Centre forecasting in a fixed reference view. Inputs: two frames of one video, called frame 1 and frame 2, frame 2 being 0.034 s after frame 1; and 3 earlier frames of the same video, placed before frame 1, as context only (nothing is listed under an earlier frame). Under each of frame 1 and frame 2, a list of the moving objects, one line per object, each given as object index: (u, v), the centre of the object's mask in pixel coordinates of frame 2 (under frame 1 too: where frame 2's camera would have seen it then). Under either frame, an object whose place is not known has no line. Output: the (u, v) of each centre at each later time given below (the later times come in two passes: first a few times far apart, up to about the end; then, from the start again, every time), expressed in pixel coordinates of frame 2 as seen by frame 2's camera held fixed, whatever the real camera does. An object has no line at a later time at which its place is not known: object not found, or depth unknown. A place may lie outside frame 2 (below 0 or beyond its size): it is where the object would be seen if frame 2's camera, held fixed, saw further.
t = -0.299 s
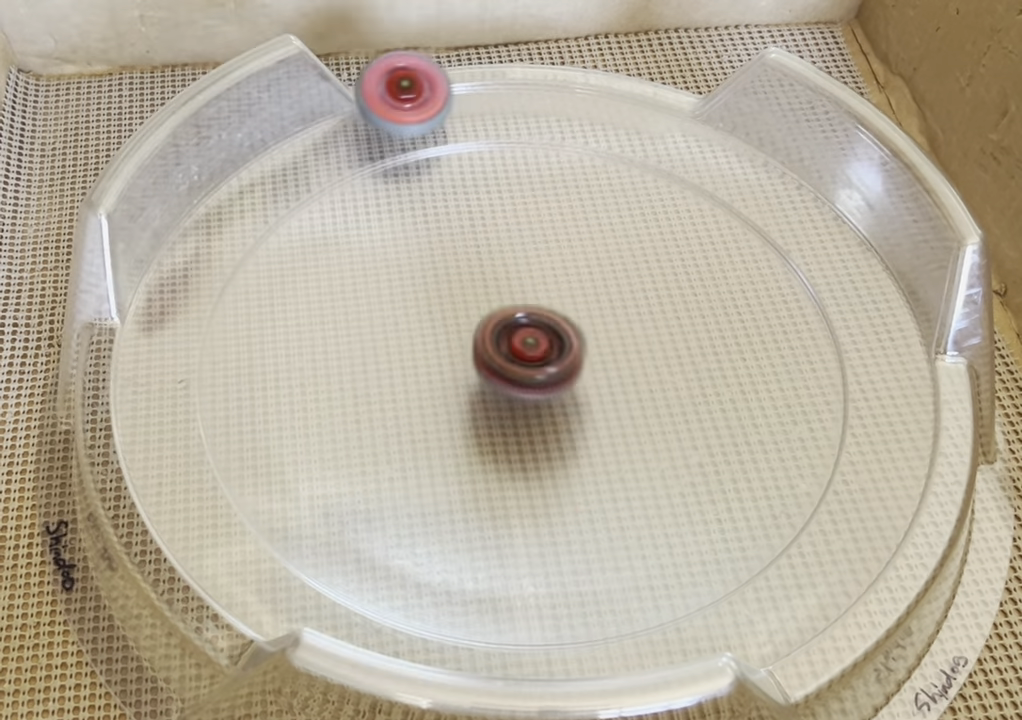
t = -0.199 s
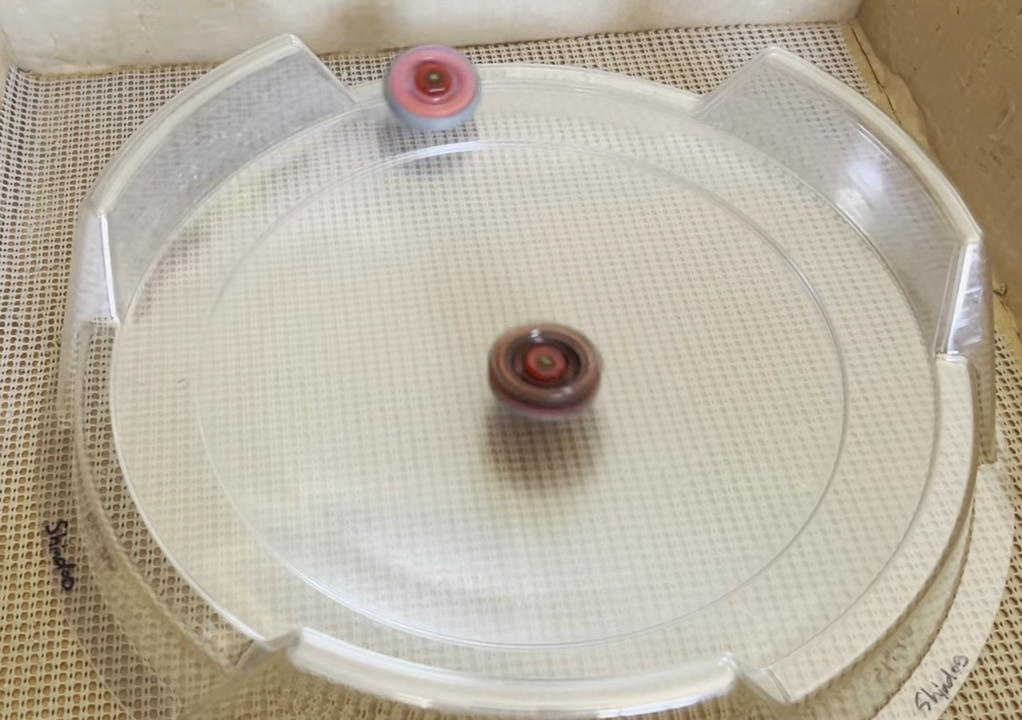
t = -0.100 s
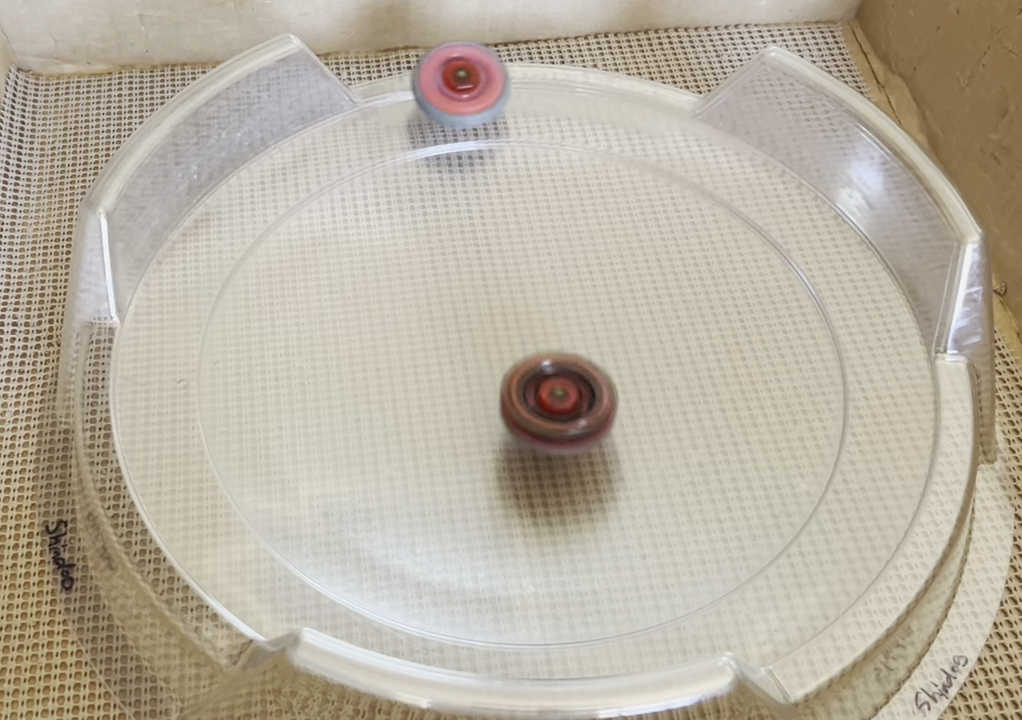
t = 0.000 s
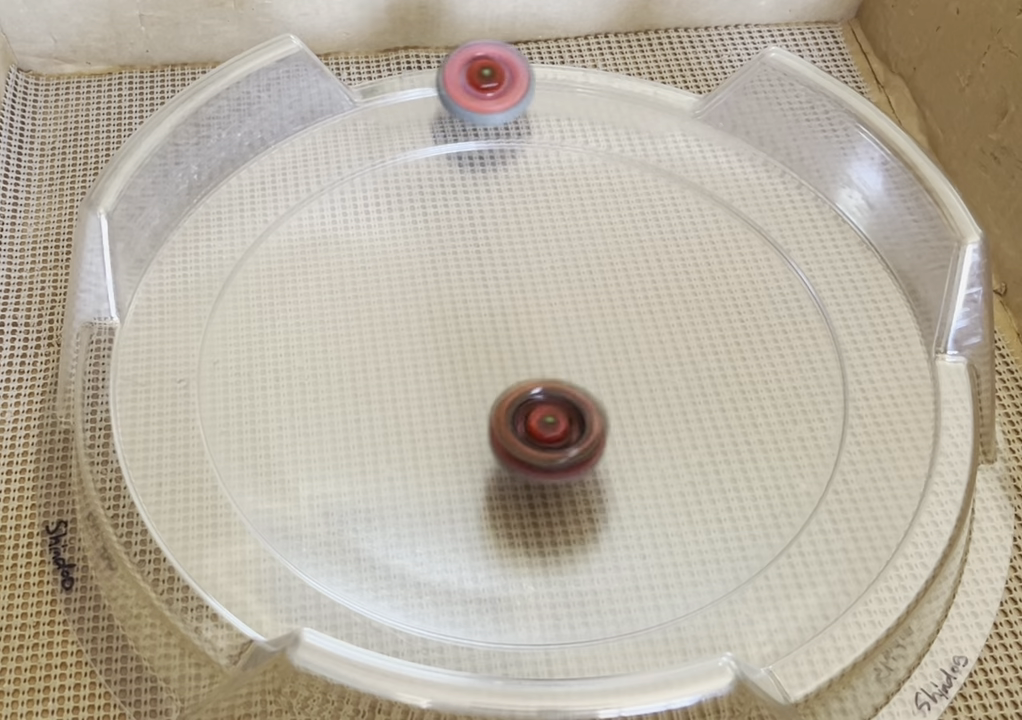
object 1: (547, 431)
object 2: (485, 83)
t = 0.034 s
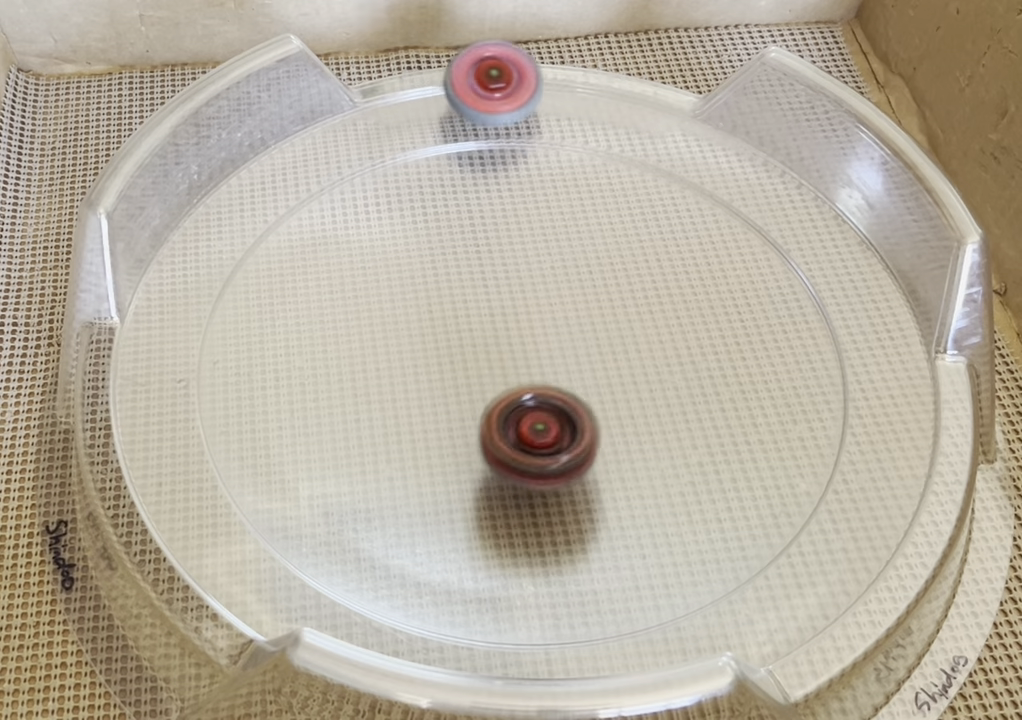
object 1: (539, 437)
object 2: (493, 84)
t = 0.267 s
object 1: (475, 416)
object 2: (550, 114)
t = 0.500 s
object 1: (511, 356)
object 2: (537, 238)
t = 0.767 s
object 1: (503, 410)
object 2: (755, 187)
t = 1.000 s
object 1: (469, 389)
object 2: (650, 202)
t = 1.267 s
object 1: (396, 385)
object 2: (757, 404)
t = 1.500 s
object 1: (405, 329)
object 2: (747, 245)
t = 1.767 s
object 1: (185, 413)
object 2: (586, 270)
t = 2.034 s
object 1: (138, 380)
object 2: (745, 448)
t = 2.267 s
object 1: (234, 359)
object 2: (643, 231)
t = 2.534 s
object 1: (258, 391)
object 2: (567, 476)
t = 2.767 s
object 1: (355, 394)
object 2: (802, 290)
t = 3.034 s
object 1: (507, 445)
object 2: (359, 365)
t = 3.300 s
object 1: (600, 503)
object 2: (737, 586)
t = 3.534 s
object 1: (600, 498)
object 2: (719, 298)
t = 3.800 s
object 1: (606, 411)
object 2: (238, 377)
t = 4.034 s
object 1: (648, 333)
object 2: (636, 575)
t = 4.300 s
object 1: (684, 211)
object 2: (560, 310)
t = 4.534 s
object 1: (722, 203)
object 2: (273, 454)
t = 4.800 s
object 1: (609, 288)
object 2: (651, 486)
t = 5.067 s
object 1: (471, 322)
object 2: (518, 204)
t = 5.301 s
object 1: (416, 365)
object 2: (270, 377)
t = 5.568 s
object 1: (441, 428)
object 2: (594, 569)
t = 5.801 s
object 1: (444, 450)
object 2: (637, 268)
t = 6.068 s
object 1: (490, 435)
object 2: (239, 257)
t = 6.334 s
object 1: (570, 415)
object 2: (470, 522)
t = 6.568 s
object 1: (672, 280)
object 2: (768, 442)
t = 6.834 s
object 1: (581, 24)
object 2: (892, 458)
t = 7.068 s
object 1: (606, 38)
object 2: (854, 471)
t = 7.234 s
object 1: (621, 38)
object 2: (766, 478)
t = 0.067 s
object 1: (528, 440)
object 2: (500, 86)
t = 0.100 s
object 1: (517, 441)
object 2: (508, 89)
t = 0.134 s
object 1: (506, 441)
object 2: (516, 92)
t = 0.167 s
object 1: (496, 438)
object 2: (525, 97)
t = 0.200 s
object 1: (487, 432)
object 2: (534, 103)
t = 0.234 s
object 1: (480, 425)
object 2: (541, 108)
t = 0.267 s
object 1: (475, 416)
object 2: (550, 114)
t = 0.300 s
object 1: (472, 407)
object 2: (555, 122)
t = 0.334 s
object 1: (473, 397)
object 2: (552, 136)
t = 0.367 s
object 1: (477, 386)
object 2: (546, 148)
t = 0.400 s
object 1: (483, 377)
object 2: (541, 165)
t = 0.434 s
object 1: (490, 368)
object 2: (537, 186)
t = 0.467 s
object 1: (500, 361)
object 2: (533, 210)
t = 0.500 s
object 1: (511, 356)
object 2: (537, 238)
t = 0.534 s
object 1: (521, 352)
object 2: (551, 265)
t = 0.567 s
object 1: (524, 367)
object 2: (581, 277)
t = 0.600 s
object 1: (527, 381)
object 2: (620, 283)
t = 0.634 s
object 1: (526, 391)
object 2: (661, 281)
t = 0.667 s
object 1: (522, 399)
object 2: (699, 269)
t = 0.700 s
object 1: (516, 404)
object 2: (732, 246)
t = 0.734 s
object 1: (510, 407)
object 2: (759, 218)
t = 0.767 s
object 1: (503, 410)
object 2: (755, 187)
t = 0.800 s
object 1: (495, 411)
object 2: (744, 171)
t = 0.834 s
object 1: (488, 410)
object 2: (742, 157)
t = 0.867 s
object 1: (482, 408)
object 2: (734, 157)
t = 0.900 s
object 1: (477, 405)
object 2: (720, 164)
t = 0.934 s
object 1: (473, 400)
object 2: (704, 173)
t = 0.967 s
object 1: (470, 395)
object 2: (682, 185)
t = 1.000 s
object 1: (469, 389)
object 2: (650, 202)
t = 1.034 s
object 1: (470, 383)
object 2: (613, 226)
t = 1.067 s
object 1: (473, 377)
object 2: (578, 259)
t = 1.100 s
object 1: (476, 372)
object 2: (552, 300)
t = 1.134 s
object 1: (456, 385)
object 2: (567, 329)
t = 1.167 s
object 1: (438, 394)
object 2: (596, 360)
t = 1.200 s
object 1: (424, 395)
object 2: (640, 387)
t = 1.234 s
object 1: (408, 391)
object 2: (697, 403)
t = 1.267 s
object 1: (396, 385)
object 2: (757, 404)
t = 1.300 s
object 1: (387, 376)
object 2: (819, 390)
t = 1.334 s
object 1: (381, 368)
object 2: (852, 350)
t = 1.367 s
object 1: (380, 359)
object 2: (863, 315)
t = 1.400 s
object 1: (381, 349)
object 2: (870, 289)
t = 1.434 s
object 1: (386, 341)
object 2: (837, 269)
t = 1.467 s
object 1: (394, 334)
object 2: (798, 255)
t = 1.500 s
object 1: (405, 329)
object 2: (747, 245)
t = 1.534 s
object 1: (418, 326)
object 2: (684, 245)
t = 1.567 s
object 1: (432, 326)
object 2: (617, 258)
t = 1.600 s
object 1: (446, 328)
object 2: (552, 282)
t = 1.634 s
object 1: (377, 365)
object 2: (577, 271)
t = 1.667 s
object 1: (307, 394)
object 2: (603, 261)
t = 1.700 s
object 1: (250, 410)
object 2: (612, 258)
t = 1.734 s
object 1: (212, 412)
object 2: (605, 261)
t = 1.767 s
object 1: (185, 413)
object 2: (586, 270)
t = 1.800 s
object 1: (164, 412)
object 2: (563, 293)
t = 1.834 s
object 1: (143, 408)
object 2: (546, 325)
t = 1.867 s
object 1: (136, 402)
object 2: (543, 360)
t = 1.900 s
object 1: (139, 395)
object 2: (556, 394)
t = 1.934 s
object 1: (137, 389)
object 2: (585, 426)
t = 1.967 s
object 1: (136, 385)
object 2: (630, 449)
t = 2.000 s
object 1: (137, 383)
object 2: (686, 457)
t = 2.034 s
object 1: (138, 380)
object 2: (745, 448)
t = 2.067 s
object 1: (143, 378)
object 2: (801, 426)
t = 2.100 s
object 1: (151, 375)
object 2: (837, 389)
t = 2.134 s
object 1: (162, 372)
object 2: (822, 330)
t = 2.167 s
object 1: (176, 368)
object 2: (796, 286)
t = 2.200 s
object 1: (191, 366)
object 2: (756, 253)
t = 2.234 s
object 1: (210, 364)
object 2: (705, 235)
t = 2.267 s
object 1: (234, 359)
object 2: (643, 231)
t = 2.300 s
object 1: (258, 355)
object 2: (573, 240)
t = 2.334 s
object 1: (285, 353)
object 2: (509, 264)
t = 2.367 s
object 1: (311, 352)
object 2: (454, 298)
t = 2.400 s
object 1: (307, 359)
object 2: (438, 335)
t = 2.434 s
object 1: (270, 370)
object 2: (463, 367)
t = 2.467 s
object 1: (254, 381)
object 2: (482, 404)
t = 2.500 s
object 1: (254, 387)
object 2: (516, 445)
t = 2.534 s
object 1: (258, 391)
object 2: (567, 476)
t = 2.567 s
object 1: (265, 392)
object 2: (632, 491)
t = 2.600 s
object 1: (274, 393)
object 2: (702, 485)
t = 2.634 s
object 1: (286, 392)
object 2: (766, 465)
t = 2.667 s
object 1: (301, 391)
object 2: (812, 431)
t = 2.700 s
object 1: (317, 391)
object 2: (837, 386)
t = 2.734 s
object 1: (335, 392)
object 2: (828, 335)
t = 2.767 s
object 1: (355, 394)
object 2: (802, 290)
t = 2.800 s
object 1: (374, 398)
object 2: (756, 254)
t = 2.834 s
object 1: (395, 402)
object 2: (699, 231)
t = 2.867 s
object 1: (416, 409)
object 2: (631, 222)
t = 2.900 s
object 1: (435, 415)
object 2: (561, 227)
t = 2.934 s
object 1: (454, 422)
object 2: (495, 245)
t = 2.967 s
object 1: (473, 430)
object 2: (436, 275)
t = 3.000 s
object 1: (490, 437)
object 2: (389, 316)
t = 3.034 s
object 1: (507, 445)
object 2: (359, 365)
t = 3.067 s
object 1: (523, 452)
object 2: (343, 417)
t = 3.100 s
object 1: (538, 461)
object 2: (349, 473)
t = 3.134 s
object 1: (552, 469)
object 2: (379, 530)
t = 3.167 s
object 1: (565, 476)
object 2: (431, 580)
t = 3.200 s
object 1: (576, 483)
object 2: (508, 596)
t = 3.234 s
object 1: (586, 492)
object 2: (590, 600)
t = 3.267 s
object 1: (595, 497)
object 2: (668, 600)
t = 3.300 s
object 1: (600, 503)
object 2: (737, 586)
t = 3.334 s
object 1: (604, 507)
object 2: (792, 559)
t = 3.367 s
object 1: (606, 509)
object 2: (829, 520)
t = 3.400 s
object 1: (607, 510)
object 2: (845, 475)
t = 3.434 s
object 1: (607, 509)
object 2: (837, 427)
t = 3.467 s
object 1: (605, 508)
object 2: (814, 382)
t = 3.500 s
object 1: (603, 504)
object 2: (772, 336)
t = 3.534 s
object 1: (600, 498)
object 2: (719, 298)
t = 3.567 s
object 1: (597, 490)
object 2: (655, 269)
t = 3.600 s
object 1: (596, 481)
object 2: (588, 252)
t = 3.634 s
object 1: (595, 471)
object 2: (517, 247)
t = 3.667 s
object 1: (595, 459)
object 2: (448, 252)
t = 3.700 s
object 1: (596, 448)
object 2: (382, 269)
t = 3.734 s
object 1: (599, 436)
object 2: (324, 296)
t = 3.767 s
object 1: (602, 424)
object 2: (276, 331)
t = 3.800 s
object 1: (606, 411)
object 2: (238, 377)
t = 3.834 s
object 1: (611, 399)
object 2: (215, 424)
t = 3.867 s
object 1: (616, 387)
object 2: (244, 468)
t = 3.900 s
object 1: (622, 375)
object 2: (294, 520)
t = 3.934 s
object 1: (628, 365)
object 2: (370, 565)
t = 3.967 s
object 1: (635, 353)
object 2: (465, 593)
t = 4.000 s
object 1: (641, 343)
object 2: (560, 595)
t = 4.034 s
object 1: (648, 333)
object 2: (636, 575)
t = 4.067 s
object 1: (654, 324)
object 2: (691, 538)
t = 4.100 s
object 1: (660, 315)
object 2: (718, 490)
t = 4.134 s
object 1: (666, 308)
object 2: (722, 433)
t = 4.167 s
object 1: (670, 296)
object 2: (707, 386)
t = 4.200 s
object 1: (669, 258)
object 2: (687, 374)
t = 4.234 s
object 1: (672, 230)
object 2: (657, 354)
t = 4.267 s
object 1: (676, 218)
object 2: (614, 330)
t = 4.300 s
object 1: (684, 211)
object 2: (560, 310)
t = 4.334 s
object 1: (692, 203)
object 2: (502, 303)
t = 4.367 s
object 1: (700, 192)
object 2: (447, 304)
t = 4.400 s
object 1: (707, 185)
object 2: (392, 315)
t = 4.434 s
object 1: (714, 181)
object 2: (345, 337)
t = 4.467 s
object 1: (719, 183)
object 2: (308, 370)
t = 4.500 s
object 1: (722, 192)
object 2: (284, 408)
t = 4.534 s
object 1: (722, 203)
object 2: (273, 454)
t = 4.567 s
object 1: (716, 212)
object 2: (281, 496)
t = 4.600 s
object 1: (707, 221)
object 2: (314, 537)
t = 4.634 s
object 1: (694, 231)
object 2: (380, 568)
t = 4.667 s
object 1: (683, 243)
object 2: (445, 585)
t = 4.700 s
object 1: (667, 256)
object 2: (509, 586)
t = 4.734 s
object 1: (650, 268)
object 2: (571, 565)
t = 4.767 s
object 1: (630, 279)
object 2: (619, 530)
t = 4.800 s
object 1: (609, 288)
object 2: (651, 486)
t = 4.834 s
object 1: (587, 295)
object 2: (663, 437)
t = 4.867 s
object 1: (567, 300)
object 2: (655, 388)
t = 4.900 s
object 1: (543, 301)
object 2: (636, 332)
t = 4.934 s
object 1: (524, 298)
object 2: (625, 280)
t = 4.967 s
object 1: (510, 299)
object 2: (608, 247)
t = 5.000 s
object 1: (497, 306)
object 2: (591, 233)
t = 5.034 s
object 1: (484, 315)
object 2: (558, 213)
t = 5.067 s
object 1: (471, 322)
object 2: (518, 204)
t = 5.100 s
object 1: (458, 329)
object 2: (473, 207)
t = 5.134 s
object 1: (445, 333)
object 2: (429, 218)
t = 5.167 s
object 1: (433, 338)
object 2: (386, 238)
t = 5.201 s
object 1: (420, 342)
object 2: (349, 268)
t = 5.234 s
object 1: (415, 352)
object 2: (315, 295)
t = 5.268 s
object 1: (409, 360)
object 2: (295, 334)
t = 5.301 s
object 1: (416, 365)
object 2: (270, 377)
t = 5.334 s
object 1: (430, 371)
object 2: (250, 418)
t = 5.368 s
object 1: (435, 378)
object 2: (249, 463)
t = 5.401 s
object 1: (437, 387)
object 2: (272, 505)
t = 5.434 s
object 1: (440, 396)
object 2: (328, 546)
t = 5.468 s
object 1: (441, 405)
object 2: (390, 574)
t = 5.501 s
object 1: (441, 413)
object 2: (458, 589)
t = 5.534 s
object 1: (441, 421)
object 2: (529, 586)
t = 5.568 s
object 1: (441, 428)
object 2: (594, 569)
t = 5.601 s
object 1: (441, 434)
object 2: (646, 536)
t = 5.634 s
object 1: (441, 440)
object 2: (686, 495)
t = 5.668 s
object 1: (441, 444)
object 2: (708, 447)
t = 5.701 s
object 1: (441, 447)
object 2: (711, 399)
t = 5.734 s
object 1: (441, 449)
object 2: (699, 351)
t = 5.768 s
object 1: (442, 450)
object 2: (674, 307)
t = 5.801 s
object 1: (444, 450)
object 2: (637, 268)
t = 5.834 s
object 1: (446, 449)
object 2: (593, 237)
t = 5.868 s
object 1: (450, 448)
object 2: (541, 213)
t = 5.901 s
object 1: (453, 447)
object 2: (487, 198)
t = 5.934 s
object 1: (459, 445)
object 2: (430, 193)
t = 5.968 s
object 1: (466, 442)
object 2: (376, 197)
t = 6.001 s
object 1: (473, 439)
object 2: (324, 209)
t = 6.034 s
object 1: (481, 437)
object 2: (278, 228)
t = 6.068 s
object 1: (490, 435)
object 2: (239, 257)
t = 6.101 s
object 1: (500, 432)
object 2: (219, 300)
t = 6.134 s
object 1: (509, 429)
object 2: (212, 348)
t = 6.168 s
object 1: (519, 426)
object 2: (216, 393)
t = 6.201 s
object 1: (529, 423)
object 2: (240, 436)
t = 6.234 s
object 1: (540, 421)
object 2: (282, 472)
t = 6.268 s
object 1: (550, 419)
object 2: (336, 500)
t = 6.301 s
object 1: (560, 416)
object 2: (397, 519)
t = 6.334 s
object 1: (570, 415)
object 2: (470, 522)
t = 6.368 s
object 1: (579, 413)
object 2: (535, 511)
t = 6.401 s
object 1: (591, 398)
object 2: (584, 505)
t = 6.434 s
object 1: (610, 355)
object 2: (625, 523)
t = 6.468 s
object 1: (625, 324)
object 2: (666, 521)
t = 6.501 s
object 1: (639, 305)
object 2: (706, 507)
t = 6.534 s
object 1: (655, 290)
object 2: (743, 479)
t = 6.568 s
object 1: (672, 280)
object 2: (768, 442)
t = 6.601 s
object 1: (689, 273)
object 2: (776, 401)
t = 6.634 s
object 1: (705, 268)
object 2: (770, 358)
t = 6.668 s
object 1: (690, 216)
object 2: (800, 381)
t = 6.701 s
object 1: (666, 145)
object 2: (838, 420)
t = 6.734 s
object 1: (647, 91)
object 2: (866, 450)
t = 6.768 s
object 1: (628, 45)
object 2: (890, 472)
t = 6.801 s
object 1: (604, 27)
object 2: (909, 473)
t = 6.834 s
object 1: (581, 24)
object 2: (892, 458)
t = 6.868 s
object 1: (569, 33)
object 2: (880, 449)
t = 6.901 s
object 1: (582, 34)
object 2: (874, 444)
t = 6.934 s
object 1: (594, 36)
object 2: (871, 445)
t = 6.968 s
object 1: (604, 38)
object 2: (870, 450)
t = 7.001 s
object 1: (609, 38)
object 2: (868, 457)
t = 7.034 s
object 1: (607, 39)
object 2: (863, 465)
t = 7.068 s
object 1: (606, 38)
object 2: (854, 471)
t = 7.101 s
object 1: (607, 38)
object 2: (840, 477)
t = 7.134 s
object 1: (610, 37)
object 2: (823, 483)
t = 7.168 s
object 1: (615, 37)
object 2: (803, 485)
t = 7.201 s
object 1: (620, 38)
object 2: (783, 484)
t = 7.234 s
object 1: (621, 38)
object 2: (766, 478)
